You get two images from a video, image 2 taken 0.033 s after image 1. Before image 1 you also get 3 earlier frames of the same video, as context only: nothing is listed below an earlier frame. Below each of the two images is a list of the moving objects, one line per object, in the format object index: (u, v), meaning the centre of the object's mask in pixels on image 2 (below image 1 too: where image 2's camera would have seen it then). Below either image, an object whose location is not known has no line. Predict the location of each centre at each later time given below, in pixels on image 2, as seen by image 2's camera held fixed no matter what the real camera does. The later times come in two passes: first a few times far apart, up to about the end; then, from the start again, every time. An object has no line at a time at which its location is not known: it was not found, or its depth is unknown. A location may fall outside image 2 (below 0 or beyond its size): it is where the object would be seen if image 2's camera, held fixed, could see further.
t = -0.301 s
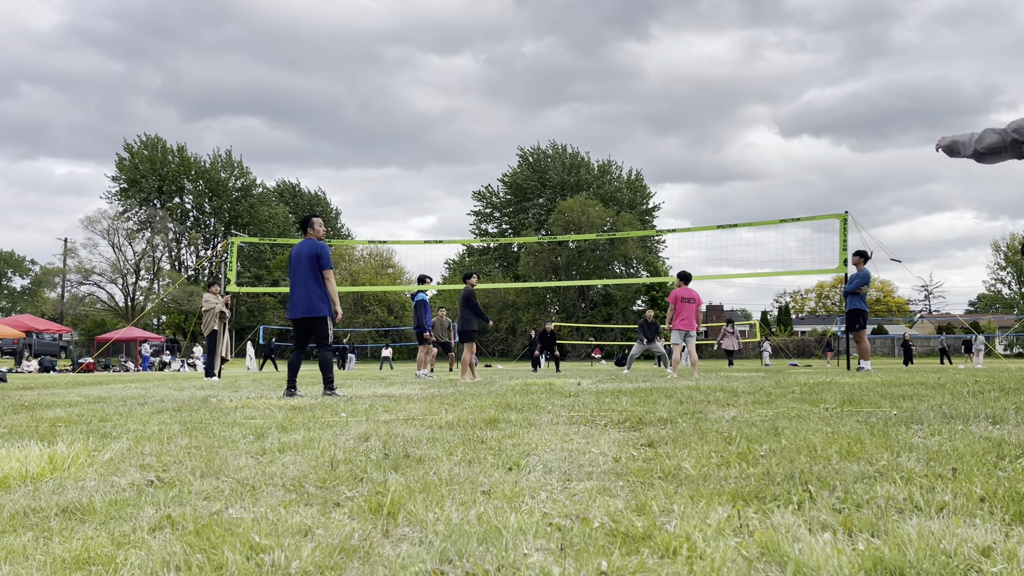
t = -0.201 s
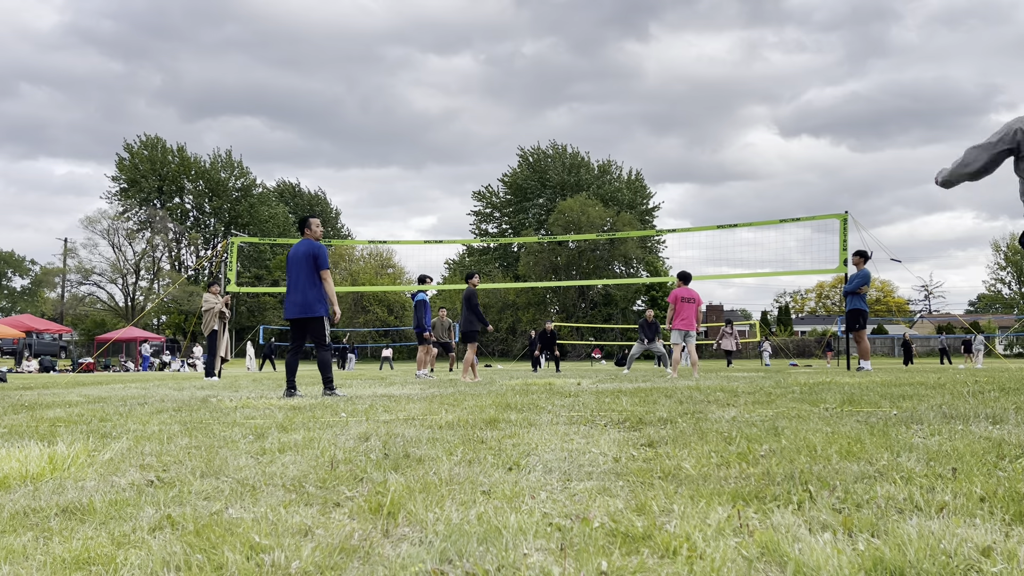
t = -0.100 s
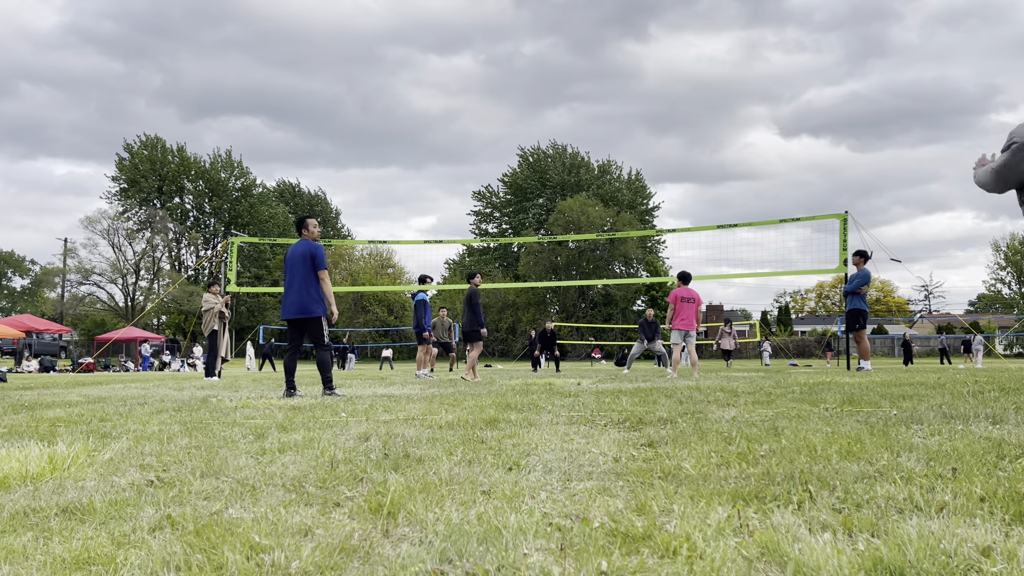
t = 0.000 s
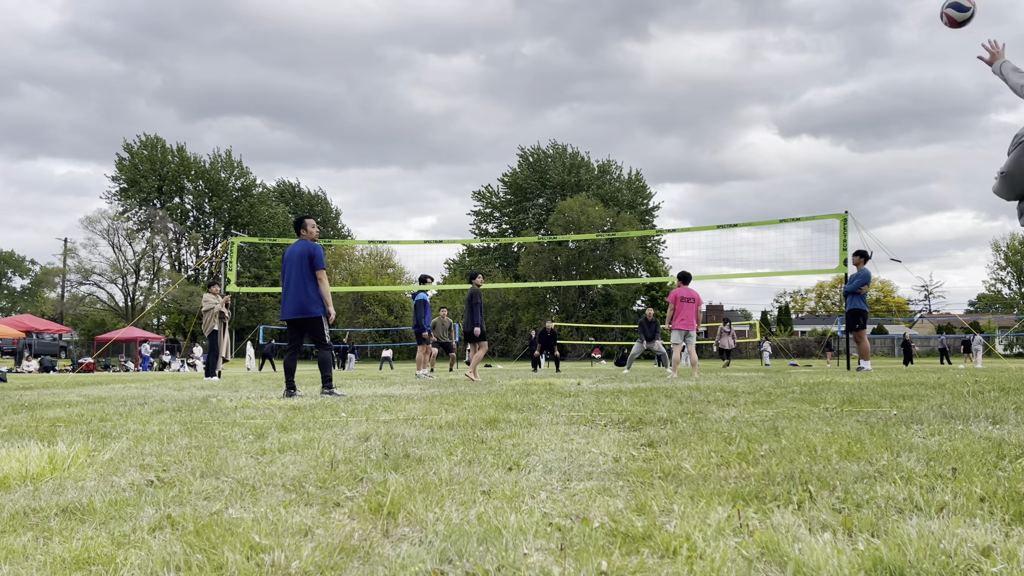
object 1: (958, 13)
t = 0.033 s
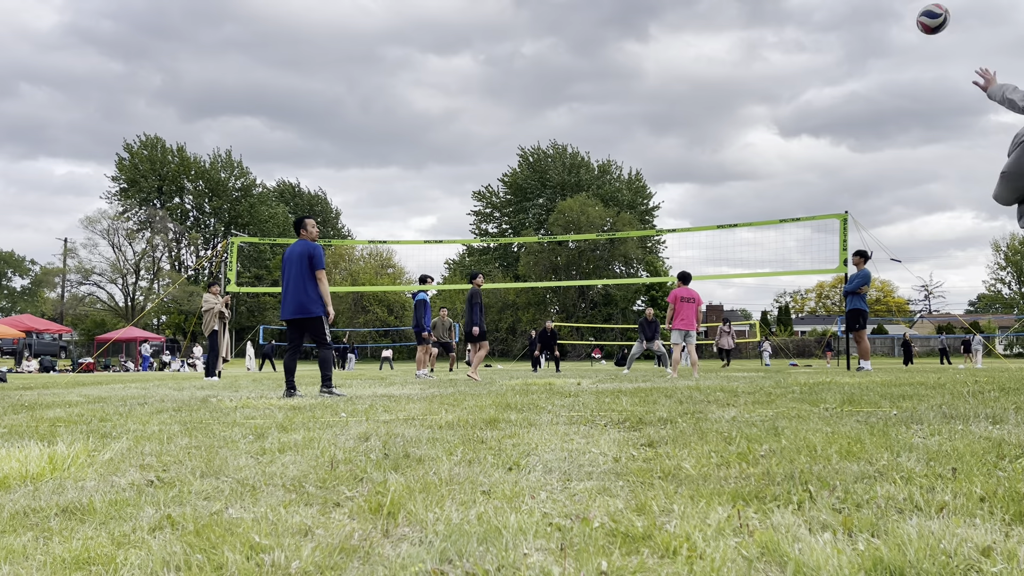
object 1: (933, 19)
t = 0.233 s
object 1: (841, 65)
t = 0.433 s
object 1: (790, 114)
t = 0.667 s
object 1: (752, 174)
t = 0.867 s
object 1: (729, 232)
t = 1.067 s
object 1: (711, 290)
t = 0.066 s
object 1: (912, 27)
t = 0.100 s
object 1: (894, 34)
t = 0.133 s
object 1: (878, 42)
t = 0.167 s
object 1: (864, 50)
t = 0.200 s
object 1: (852, 57)
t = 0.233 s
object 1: (841, 65)
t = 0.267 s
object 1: (831, 73)
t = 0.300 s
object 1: (822, 81)
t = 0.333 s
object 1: (813, 89)
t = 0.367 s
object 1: (805, 97)
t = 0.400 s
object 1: (798, 106)
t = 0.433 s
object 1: (790, 114)
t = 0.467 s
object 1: (784, 122)
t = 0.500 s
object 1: (778, 131)
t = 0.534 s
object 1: (772, 139)
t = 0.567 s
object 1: (766, 148)
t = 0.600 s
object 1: (761, 157)
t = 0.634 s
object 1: (756, 165)
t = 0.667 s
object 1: (752, 174)
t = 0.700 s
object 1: (747, 183)
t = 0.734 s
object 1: (743, 193)
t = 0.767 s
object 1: (739, 202)
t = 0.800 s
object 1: (736, 212)
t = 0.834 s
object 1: (732, 220)
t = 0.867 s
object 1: (729, 232)
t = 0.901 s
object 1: (725, 241)
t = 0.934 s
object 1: (722, 250)
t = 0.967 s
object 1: (719, 260)
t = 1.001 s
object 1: (716, 270)
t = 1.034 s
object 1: (714, 282)
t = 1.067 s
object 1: (711, 290)
